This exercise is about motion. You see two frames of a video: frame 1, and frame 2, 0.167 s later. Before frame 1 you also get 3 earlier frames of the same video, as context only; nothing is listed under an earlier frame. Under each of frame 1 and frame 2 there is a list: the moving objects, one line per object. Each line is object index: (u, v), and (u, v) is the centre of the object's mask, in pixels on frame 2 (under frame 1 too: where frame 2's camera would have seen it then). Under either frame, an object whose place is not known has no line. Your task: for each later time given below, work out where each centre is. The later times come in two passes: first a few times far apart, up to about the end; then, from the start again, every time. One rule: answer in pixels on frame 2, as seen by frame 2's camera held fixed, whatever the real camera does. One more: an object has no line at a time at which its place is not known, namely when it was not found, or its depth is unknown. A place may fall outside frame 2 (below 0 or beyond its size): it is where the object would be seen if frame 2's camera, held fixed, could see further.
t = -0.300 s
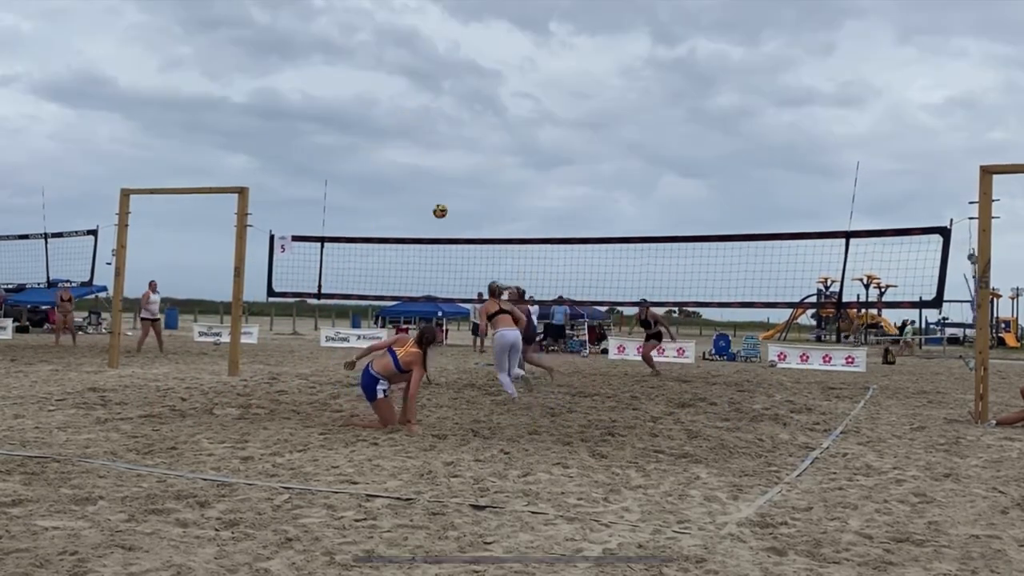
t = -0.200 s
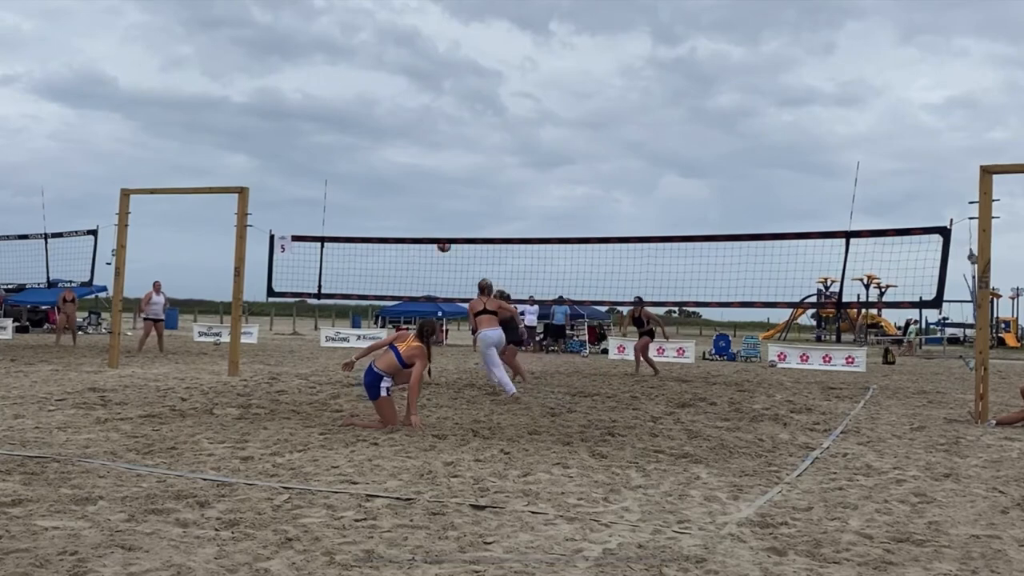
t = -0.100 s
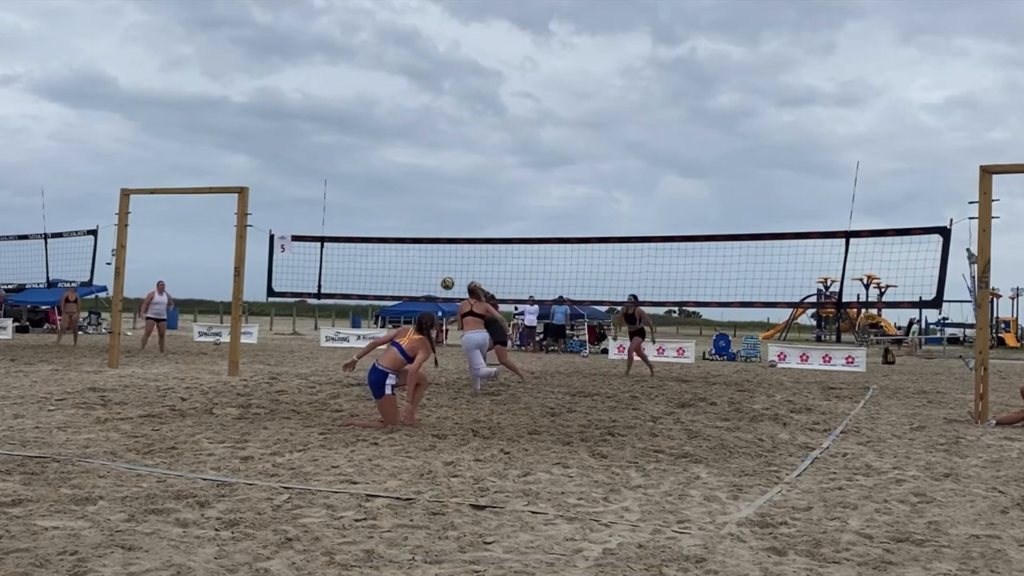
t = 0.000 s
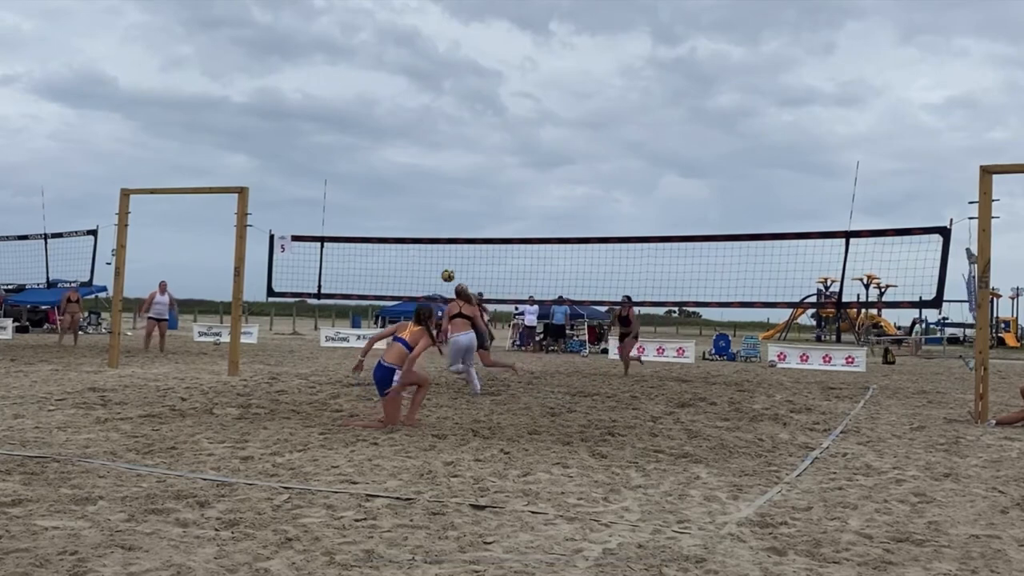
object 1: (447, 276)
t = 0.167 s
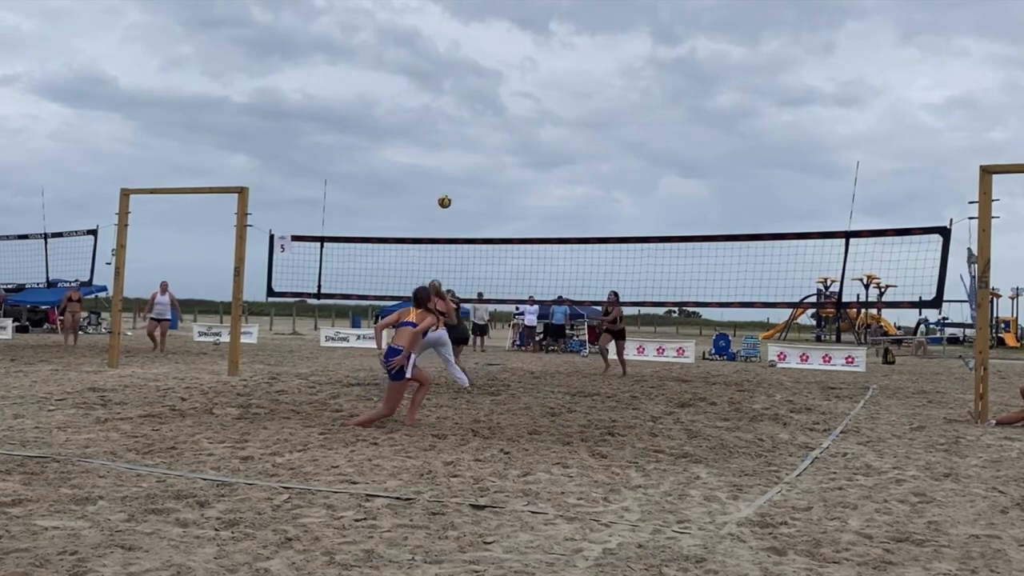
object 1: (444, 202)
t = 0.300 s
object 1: (442, 155)
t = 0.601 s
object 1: (438, 93)
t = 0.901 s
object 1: (434, 89)
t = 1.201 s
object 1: (430, 140)
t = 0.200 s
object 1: (444, 189)
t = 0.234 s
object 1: (443, 177)
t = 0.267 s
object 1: (443, 166)
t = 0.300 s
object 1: (442, 155)
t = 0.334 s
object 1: (442, 146)
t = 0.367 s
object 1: (441, 137)
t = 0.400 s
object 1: (441, 128)
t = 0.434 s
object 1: (440, 121)
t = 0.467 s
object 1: (440, 114)
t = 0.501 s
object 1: (439, 108)
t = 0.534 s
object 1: (439, 102)
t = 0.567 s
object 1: (439, 97)
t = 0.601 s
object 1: (438, 93)
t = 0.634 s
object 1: (438, 90)
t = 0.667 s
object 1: (437, 88)
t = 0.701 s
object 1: (437, 86)
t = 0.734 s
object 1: (436, 85)
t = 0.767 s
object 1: (436, 84)
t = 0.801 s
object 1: (436, 85)
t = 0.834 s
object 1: (435, 85)
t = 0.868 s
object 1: (435, 87)
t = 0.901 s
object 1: (434, 89)
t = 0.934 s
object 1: (434, 92)
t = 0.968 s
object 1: (433, 96)
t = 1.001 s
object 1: (433, 100)
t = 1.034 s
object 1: (432, 105)
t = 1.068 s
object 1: (432, 110)
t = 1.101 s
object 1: (431, 117)
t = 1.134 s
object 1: (431, 124)
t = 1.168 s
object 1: (430, 132)
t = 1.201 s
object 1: (430, 140)
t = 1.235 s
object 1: (430, 149)
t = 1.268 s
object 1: (430, 158)
